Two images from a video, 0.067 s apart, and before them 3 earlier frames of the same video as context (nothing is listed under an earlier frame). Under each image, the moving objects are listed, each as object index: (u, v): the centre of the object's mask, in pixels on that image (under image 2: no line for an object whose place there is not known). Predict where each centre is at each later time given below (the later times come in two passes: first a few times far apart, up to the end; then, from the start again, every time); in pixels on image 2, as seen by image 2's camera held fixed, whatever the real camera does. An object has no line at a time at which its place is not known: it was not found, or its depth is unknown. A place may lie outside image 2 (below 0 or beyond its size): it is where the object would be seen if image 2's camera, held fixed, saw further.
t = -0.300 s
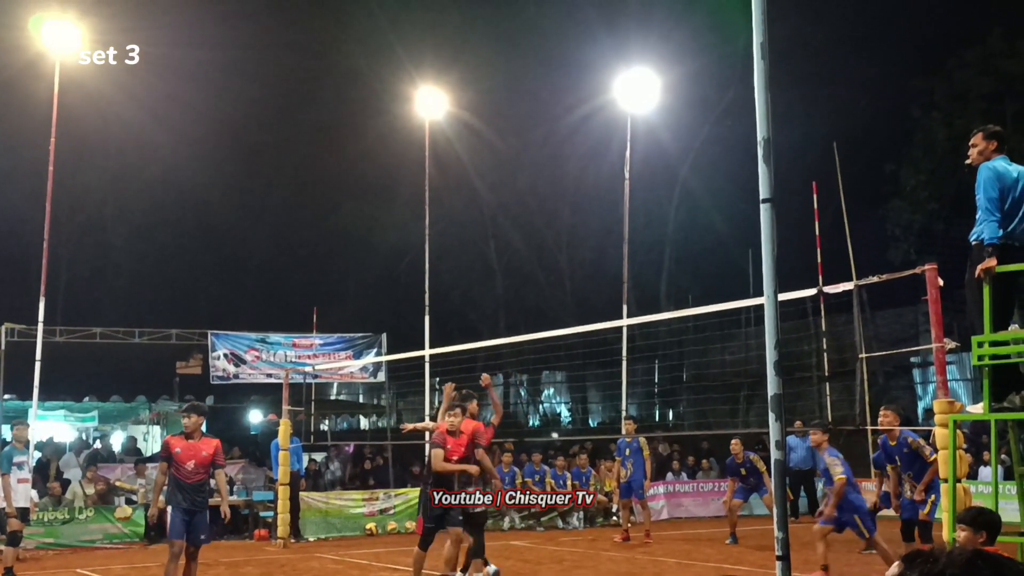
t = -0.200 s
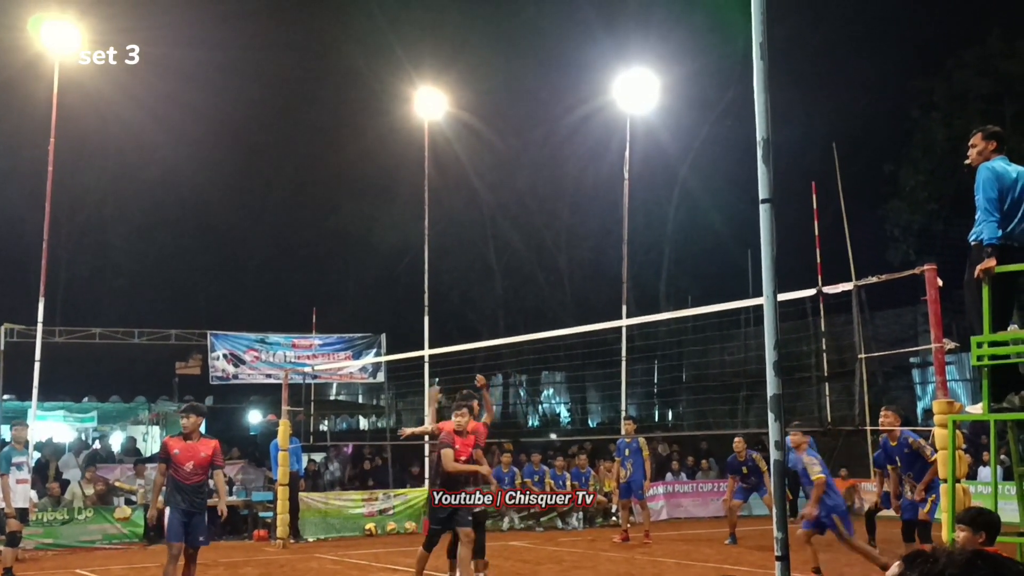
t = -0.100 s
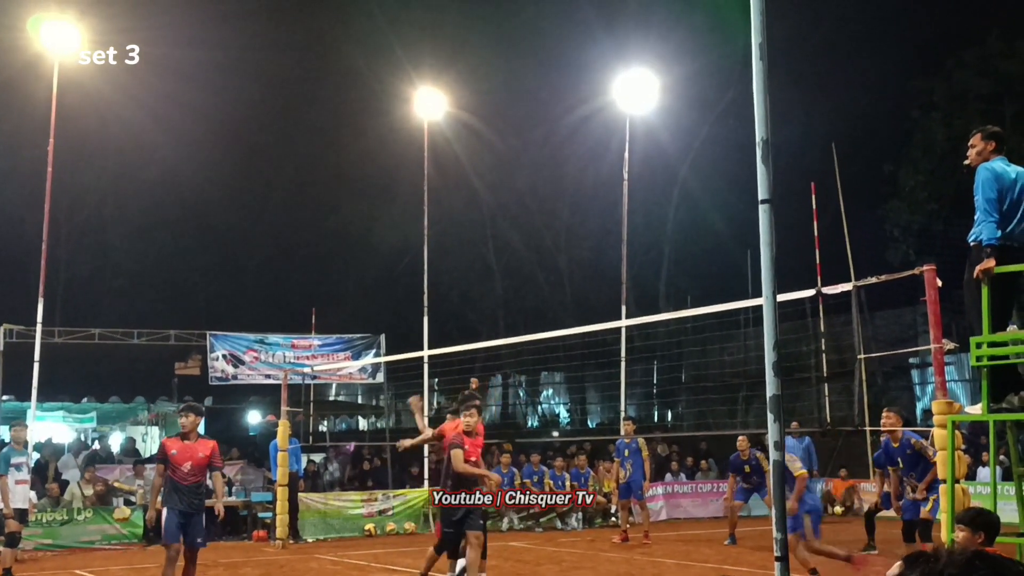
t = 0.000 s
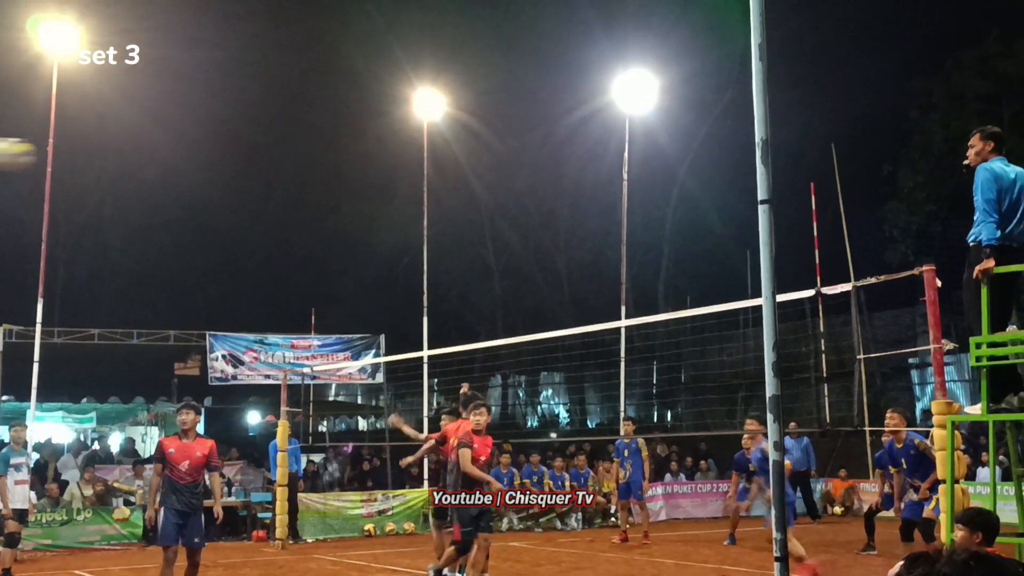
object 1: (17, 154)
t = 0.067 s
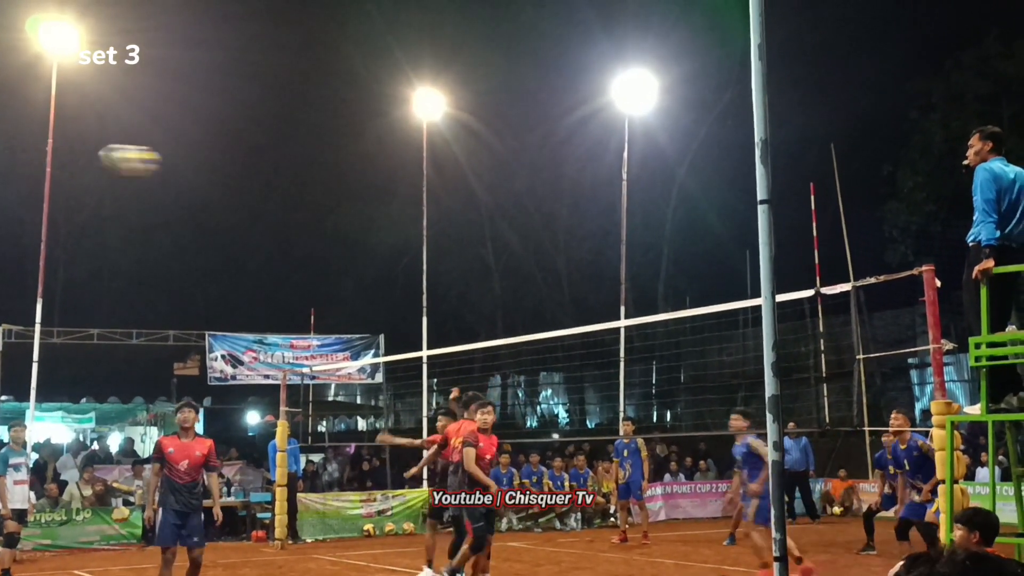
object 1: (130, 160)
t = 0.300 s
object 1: (444, 215)
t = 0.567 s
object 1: (668, 318)
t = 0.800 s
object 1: (810, 415)
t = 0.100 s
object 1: (187, 165)
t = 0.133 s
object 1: (238, 171)
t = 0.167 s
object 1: (286, 178)
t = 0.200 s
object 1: (330, 186)
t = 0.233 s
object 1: (371, 195)
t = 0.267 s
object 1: (408, 204)
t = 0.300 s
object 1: (444, 215)
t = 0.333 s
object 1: (478, 226)
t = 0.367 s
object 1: (509, 237)
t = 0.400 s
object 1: (539, 250)
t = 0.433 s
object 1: (568, 263)
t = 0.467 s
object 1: (594, 276)
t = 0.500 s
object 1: (620, 289)
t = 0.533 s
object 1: (644, 302)
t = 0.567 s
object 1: (668, 318)
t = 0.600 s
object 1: (691, 330)
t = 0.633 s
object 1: (713, 344)
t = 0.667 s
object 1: (733, 358)
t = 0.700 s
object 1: (752, 371)
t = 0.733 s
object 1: (784, 388)
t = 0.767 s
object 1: (793, 400)
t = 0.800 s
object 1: (810, 415)
